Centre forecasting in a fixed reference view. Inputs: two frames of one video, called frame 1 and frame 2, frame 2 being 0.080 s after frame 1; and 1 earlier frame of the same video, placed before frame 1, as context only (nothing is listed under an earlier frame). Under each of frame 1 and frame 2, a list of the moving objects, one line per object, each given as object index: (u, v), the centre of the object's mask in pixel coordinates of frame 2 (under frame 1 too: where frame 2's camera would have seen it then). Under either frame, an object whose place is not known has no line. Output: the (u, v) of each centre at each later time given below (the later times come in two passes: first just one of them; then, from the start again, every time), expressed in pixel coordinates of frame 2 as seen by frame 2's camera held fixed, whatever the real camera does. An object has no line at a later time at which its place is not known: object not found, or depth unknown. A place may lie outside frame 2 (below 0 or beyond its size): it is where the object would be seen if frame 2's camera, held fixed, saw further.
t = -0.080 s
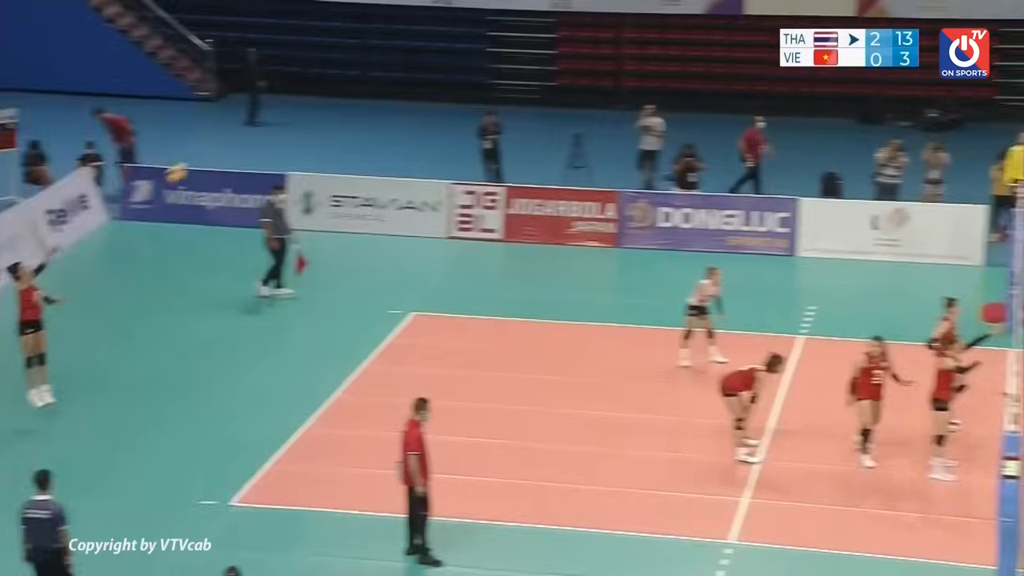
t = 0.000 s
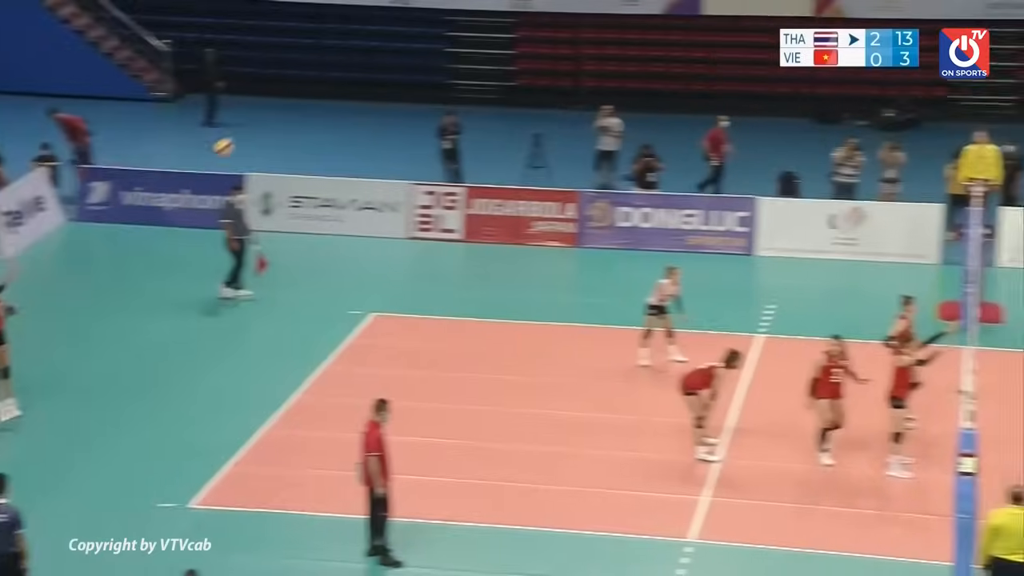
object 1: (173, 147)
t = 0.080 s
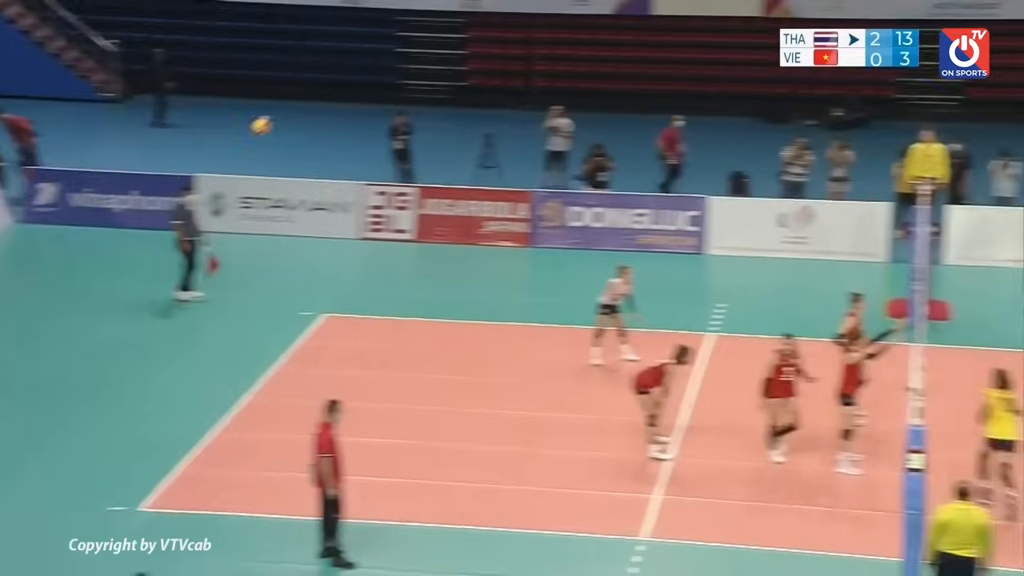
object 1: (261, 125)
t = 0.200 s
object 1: (387, 98)
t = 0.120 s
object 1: (304, 115)
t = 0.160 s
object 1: (348, 106)
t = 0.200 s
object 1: (387, 98)
